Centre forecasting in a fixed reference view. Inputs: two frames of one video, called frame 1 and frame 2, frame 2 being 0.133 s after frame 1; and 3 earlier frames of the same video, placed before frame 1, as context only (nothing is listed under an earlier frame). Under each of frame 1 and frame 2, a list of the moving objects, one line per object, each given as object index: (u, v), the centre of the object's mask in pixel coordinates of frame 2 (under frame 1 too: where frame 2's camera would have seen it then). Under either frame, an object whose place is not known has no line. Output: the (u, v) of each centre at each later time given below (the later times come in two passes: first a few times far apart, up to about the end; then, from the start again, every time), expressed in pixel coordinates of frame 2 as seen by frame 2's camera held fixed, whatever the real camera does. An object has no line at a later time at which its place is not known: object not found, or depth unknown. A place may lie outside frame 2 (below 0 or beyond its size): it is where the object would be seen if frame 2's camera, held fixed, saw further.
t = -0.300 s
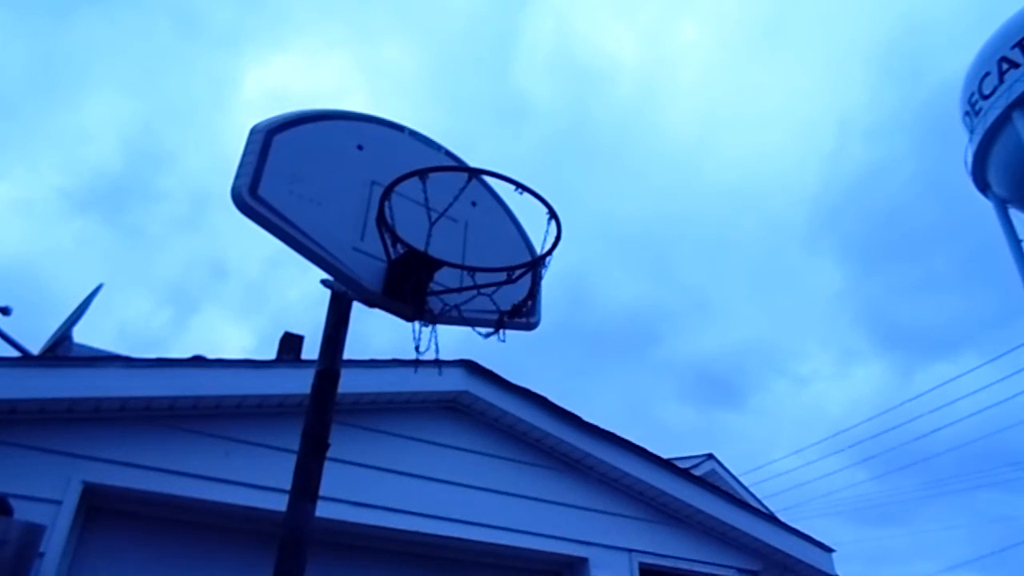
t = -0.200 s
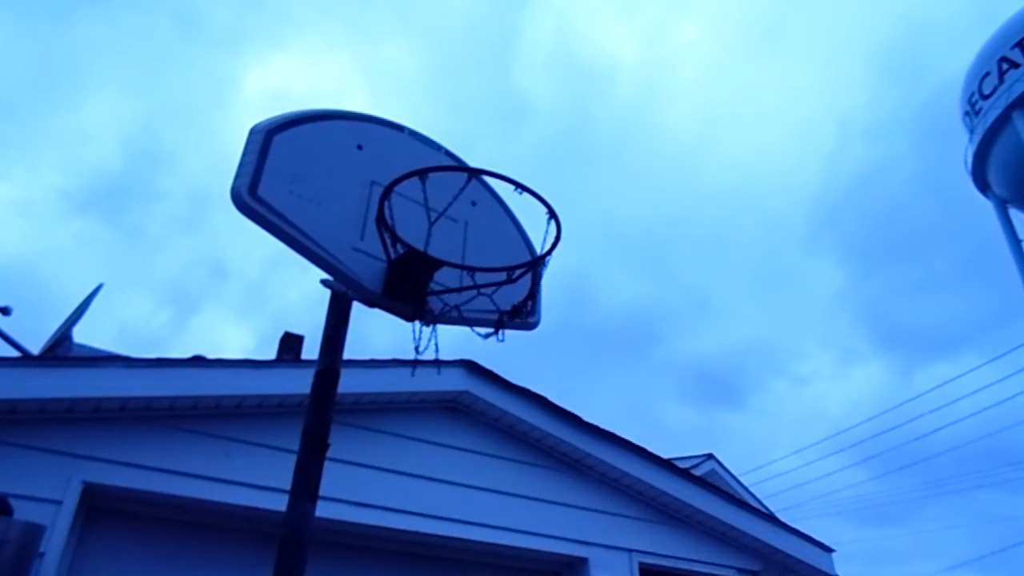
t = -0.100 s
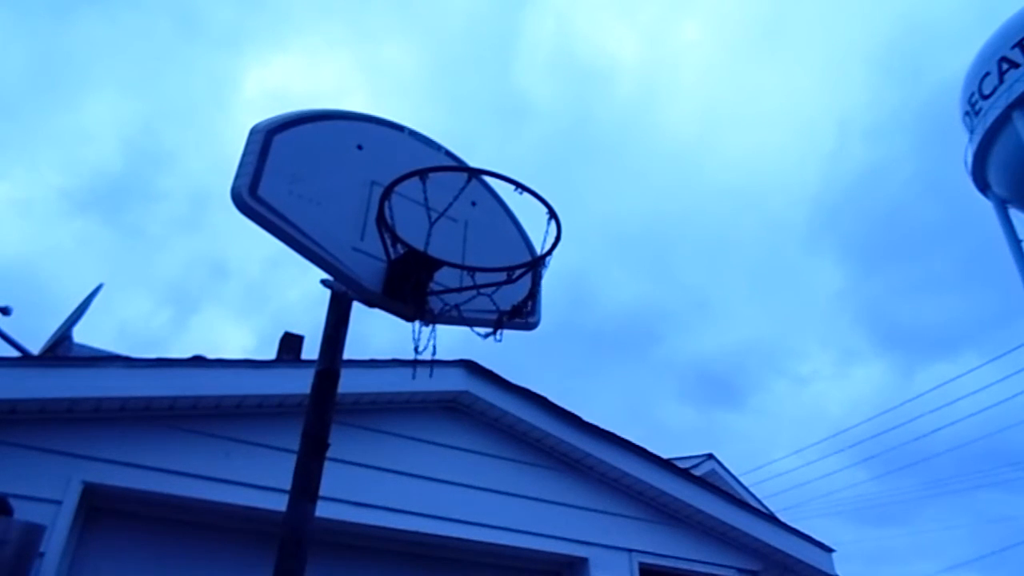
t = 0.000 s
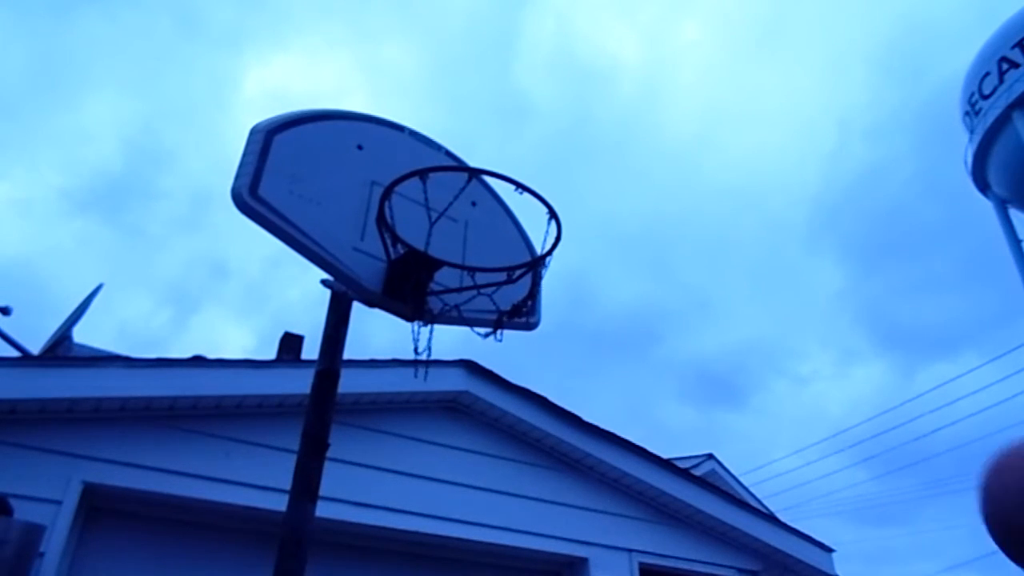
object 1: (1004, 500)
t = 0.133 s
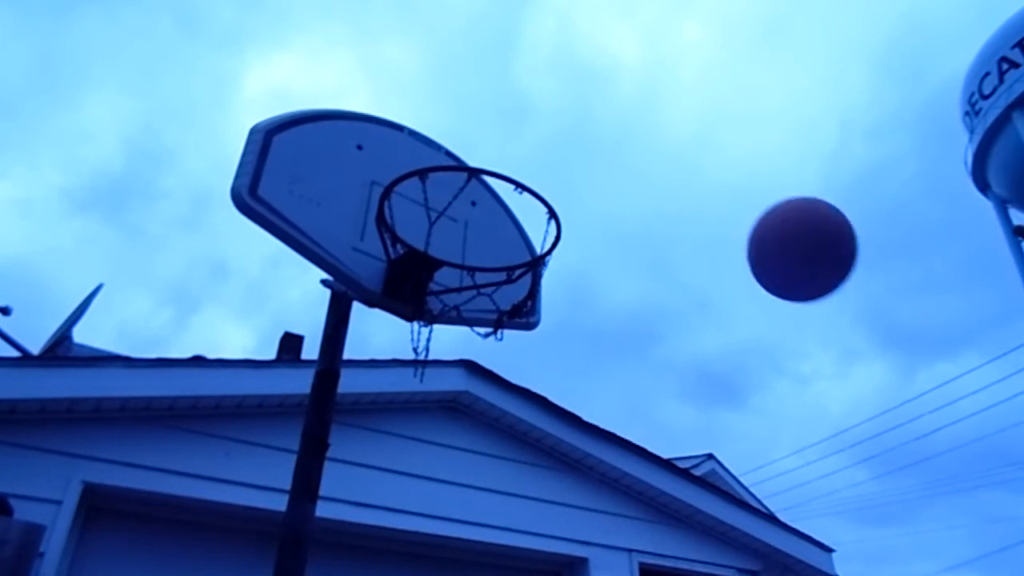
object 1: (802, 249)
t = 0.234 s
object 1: (690, 165)
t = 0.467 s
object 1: (530, 116)
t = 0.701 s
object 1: (471, 97)
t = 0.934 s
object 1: (472, 100)
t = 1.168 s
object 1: (496, 106)
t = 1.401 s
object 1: (542, 144)
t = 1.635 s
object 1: (631, 492)
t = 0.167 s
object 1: (759, 214)
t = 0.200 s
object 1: (722, 186)
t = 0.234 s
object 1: (690, 165)
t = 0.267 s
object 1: (661, 148)
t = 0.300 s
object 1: (635, 135)
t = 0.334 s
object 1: (611, 126)
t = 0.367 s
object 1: (589, 120)
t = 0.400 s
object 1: (568, 116)
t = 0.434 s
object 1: (549, 115)
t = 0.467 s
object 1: (530, 116)
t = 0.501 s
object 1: (512, 119)
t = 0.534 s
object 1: (495, 124)
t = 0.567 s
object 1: (477, 132)
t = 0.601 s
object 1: (469, 130)
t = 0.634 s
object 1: (470, 116)
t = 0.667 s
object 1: (471, 106)
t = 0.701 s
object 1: (471, 97)
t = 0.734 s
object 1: (472, 91)
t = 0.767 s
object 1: (473, 87)
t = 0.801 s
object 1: (473, 84)
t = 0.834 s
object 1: (473, 84)
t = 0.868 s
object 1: (473, 87)
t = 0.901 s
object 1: (473, 92)
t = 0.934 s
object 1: (472, 100)
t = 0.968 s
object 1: (472, 112)
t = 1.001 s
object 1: (471, 128)
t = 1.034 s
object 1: (473, 136)
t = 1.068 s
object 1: (478, 127)
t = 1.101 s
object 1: (484, 121)
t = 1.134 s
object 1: (490, 115)
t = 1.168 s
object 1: (496, 106)
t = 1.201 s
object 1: (502, 101)
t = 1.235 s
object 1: (508, 100)
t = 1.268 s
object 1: (514, 101)
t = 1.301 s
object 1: (520, 106)
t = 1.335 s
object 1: (527, 114)
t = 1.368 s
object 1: (535, 127)
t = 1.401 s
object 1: (542, 144)
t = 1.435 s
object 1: (551, 166)
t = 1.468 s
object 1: (560, 195)
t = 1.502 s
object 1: (571, 230)
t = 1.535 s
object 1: (582, 275)
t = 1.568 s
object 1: (596, 331)
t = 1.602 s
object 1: (612, 402)
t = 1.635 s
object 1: (631, 492)
